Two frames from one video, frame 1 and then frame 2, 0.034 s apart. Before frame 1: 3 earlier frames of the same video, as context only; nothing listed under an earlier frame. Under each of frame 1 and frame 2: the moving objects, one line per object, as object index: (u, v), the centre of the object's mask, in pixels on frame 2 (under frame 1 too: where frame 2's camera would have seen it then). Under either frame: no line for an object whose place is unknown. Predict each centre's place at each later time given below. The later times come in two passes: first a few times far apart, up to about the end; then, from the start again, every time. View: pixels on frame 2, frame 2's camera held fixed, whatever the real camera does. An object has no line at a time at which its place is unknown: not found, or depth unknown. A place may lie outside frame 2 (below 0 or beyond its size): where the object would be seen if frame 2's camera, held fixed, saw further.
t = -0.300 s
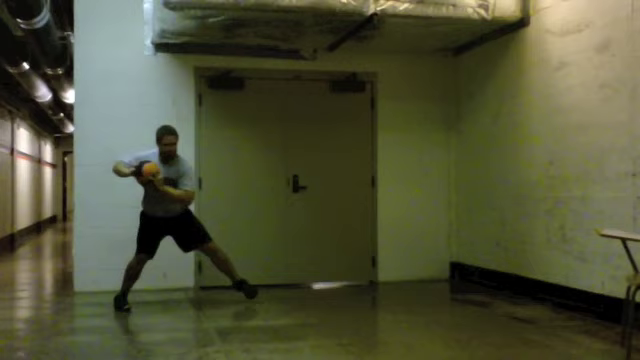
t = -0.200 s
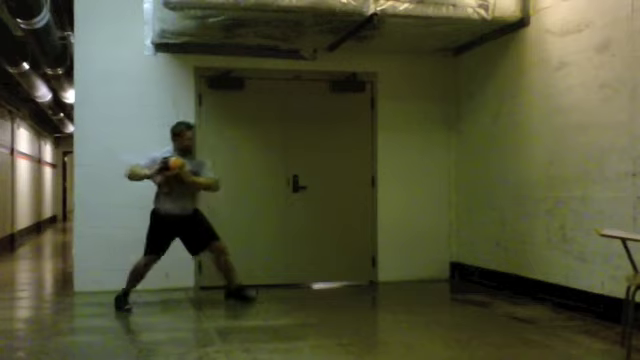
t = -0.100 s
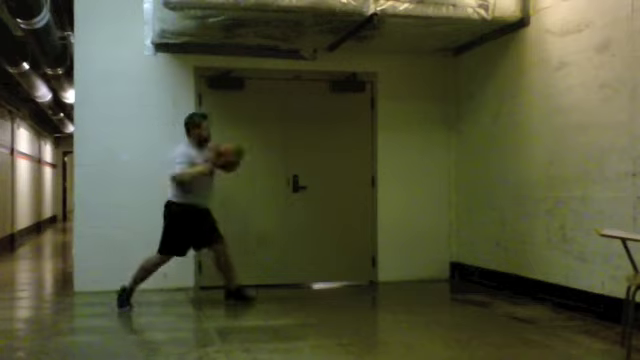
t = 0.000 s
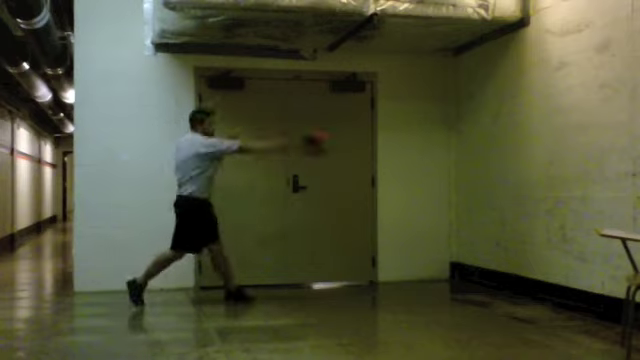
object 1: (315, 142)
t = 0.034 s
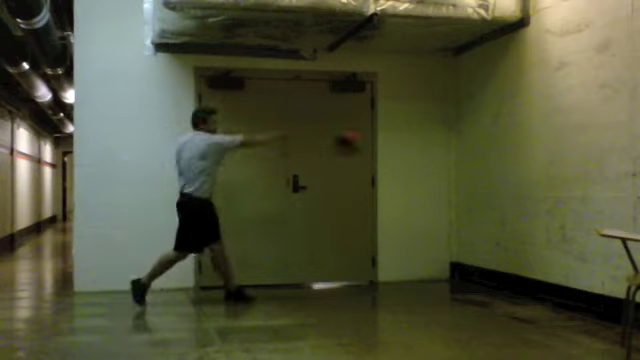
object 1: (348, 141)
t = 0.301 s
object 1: (454, 173)
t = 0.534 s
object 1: (304, 252)
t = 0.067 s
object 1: (381, 142)
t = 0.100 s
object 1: (412, 145)
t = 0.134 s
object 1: (442, 148)
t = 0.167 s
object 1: (472, 153)
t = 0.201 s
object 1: (504, 159)
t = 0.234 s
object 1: (495, 162)
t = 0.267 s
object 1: (473, 167)
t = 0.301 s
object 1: (454, 173)
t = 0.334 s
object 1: (433, 179)
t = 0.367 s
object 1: (413, 188)
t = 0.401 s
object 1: (391, 198)
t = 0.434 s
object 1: (369, 209)
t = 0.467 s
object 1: (348, 223)
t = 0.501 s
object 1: (326, 238)
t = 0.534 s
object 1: (304, 252)
